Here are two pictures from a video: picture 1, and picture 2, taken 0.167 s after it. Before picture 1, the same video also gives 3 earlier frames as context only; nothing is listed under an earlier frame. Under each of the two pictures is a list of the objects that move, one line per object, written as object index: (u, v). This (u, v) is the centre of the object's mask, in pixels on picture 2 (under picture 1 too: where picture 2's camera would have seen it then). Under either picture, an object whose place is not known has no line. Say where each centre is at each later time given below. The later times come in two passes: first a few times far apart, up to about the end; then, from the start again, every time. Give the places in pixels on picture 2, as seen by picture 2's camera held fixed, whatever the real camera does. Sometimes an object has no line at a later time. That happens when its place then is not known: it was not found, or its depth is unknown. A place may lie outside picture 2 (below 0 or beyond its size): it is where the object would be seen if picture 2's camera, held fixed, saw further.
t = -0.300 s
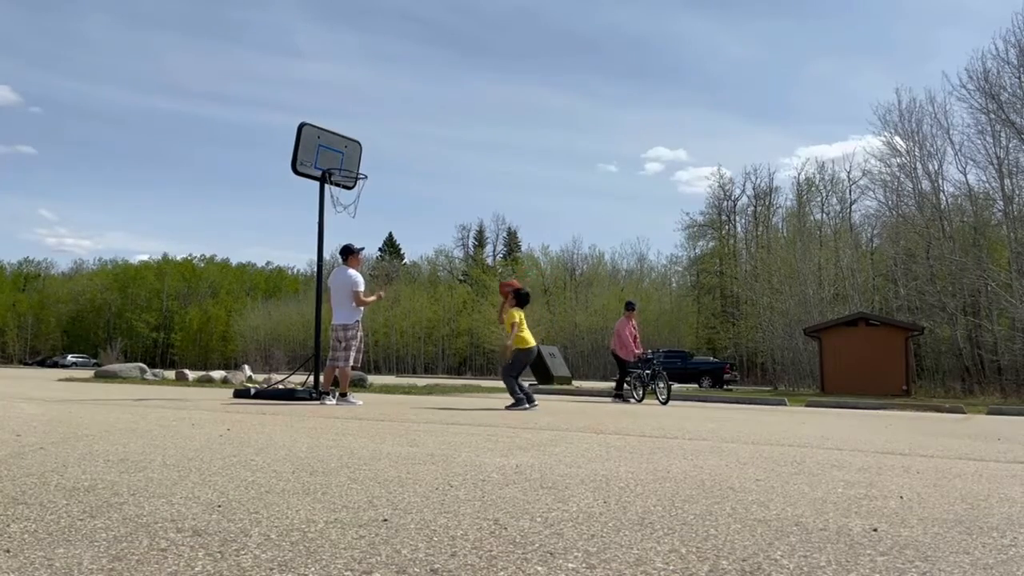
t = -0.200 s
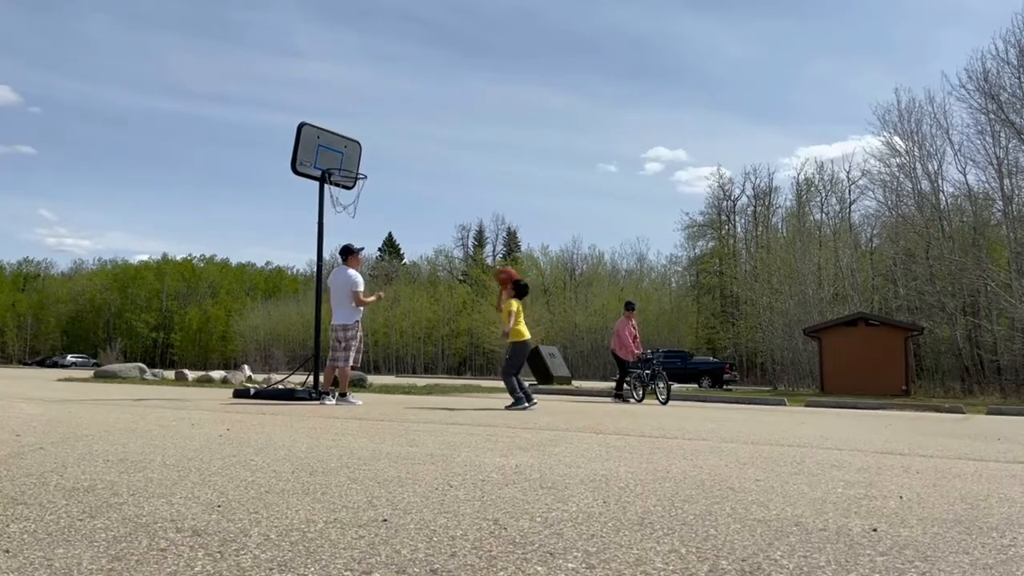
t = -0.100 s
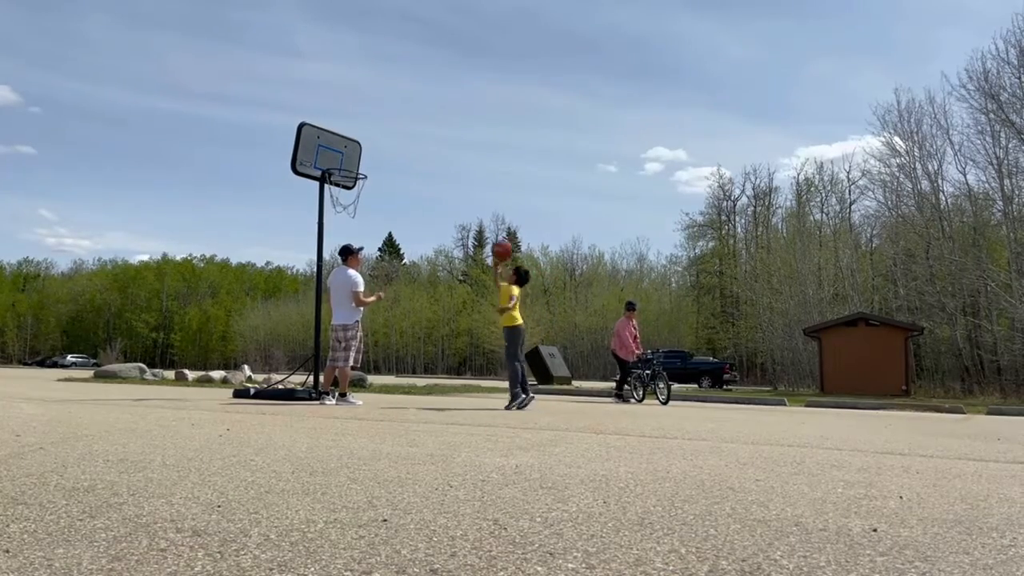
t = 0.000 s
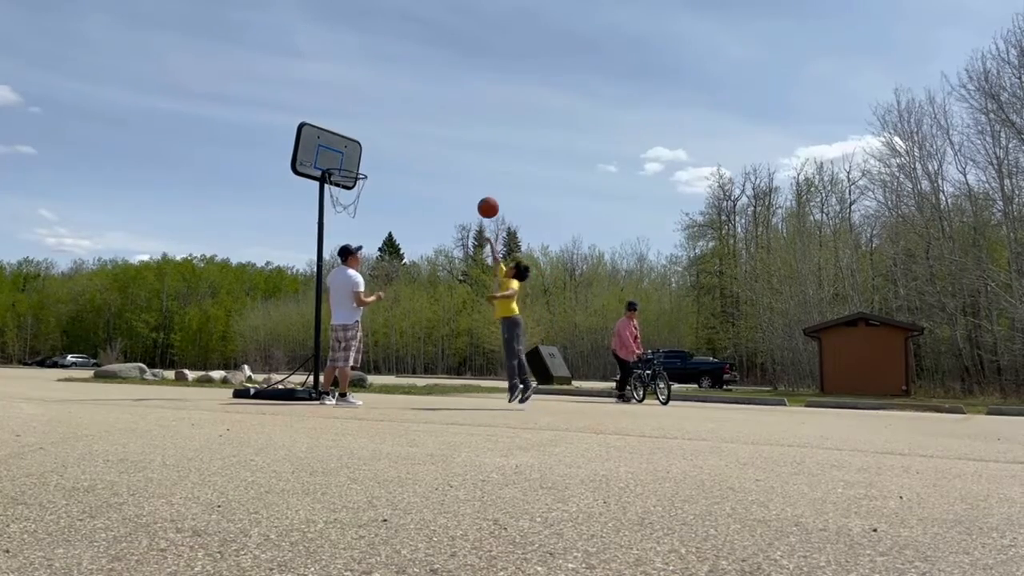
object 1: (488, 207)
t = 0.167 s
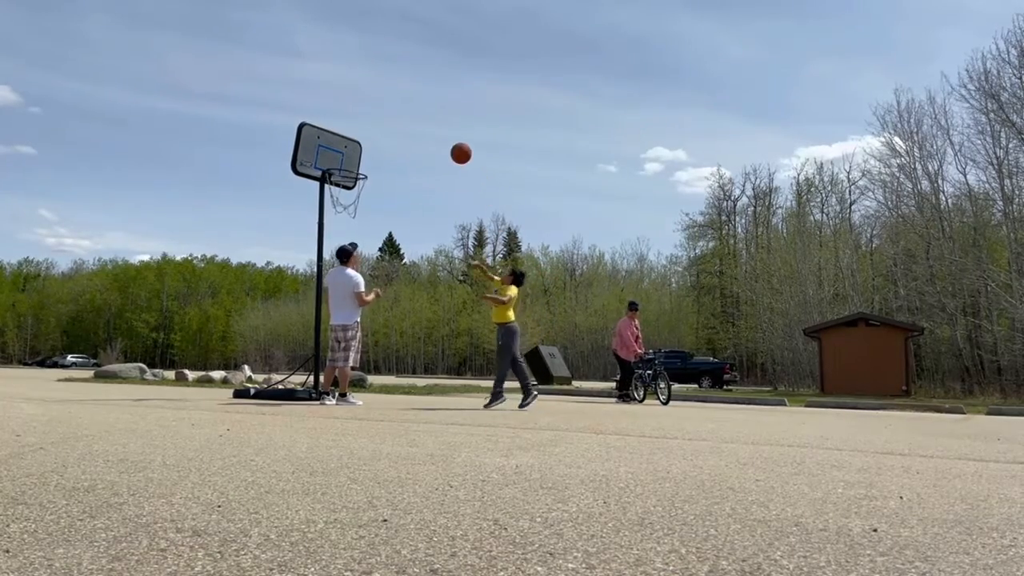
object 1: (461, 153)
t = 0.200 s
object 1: (455, 145)
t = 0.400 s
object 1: (424, 117)
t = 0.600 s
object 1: (393, 123)
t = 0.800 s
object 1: (362, 161)
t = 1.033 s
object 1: (347, 200)
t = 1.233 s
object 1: (352, 229)
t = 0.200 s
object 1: (455, 145)
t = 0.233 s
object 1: (450, 138)
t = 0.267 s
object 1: (445, 132)
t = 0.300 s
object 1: (440, 127)
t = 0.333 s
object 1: (434, 123)
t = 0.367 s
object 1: (429, 120)
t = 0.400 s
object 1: (424, 117)
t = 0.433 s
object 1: (419, 116)
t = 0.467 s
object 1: (414, 116)
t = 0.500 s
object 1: (408, 116)
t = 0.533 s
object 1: (403, 117)
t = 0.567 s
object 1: (398, 120)
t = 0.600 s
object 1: (393, 123)
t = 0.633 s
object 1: (388, 127)
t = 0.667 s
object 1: (383, 132)
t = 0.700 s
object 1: (377, 138)
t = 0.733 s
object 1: (372, 145)
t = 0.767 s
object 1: (367, 152)
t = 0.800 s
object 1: (362, 161)
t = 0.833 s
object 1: (357, 170)
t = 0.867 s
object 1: (352, 181)
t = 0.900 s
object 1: (346, 192)
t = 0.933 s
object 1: (344, 197)
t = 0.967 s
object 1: (345, 197)
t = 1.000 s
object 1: (347, 198)
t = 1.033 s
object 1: (347, 200)
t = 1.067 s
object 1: (349, 203)
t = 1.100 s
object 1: (349, 206)
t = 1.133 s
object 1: (350, 211)
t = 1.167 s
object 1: (351, 216)
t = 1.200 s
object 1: (351, 222)
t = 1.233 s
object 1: (352, 229)
